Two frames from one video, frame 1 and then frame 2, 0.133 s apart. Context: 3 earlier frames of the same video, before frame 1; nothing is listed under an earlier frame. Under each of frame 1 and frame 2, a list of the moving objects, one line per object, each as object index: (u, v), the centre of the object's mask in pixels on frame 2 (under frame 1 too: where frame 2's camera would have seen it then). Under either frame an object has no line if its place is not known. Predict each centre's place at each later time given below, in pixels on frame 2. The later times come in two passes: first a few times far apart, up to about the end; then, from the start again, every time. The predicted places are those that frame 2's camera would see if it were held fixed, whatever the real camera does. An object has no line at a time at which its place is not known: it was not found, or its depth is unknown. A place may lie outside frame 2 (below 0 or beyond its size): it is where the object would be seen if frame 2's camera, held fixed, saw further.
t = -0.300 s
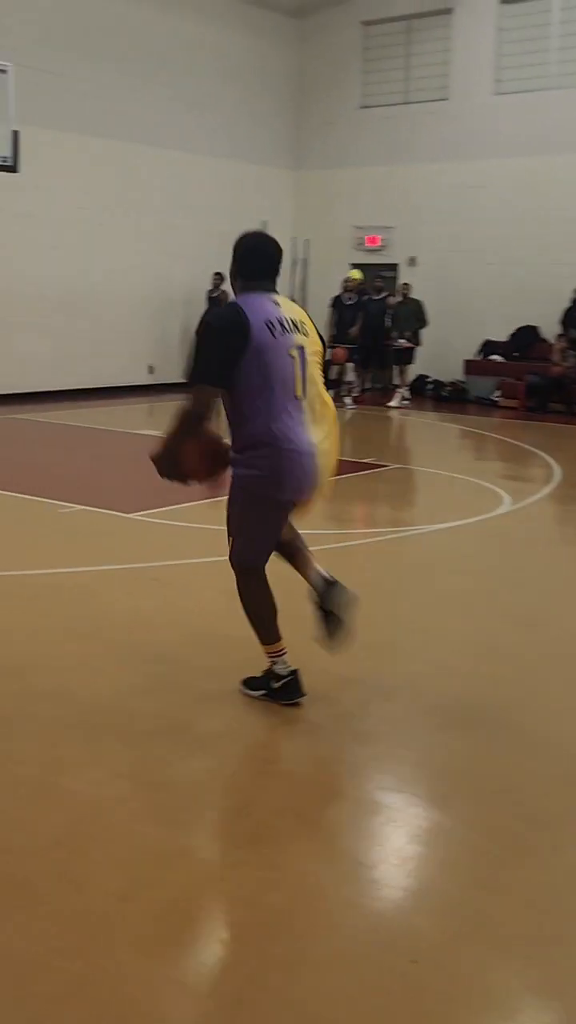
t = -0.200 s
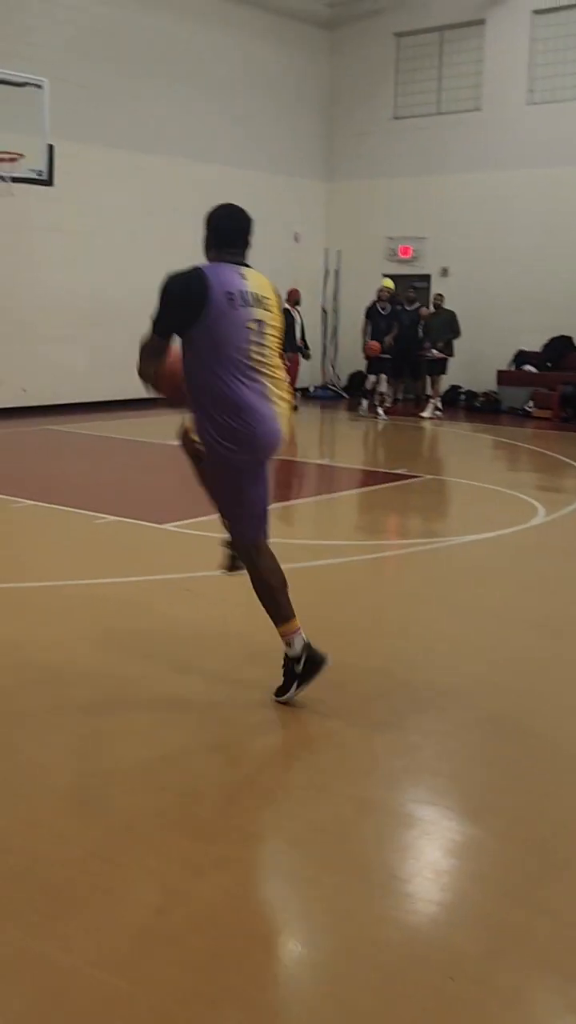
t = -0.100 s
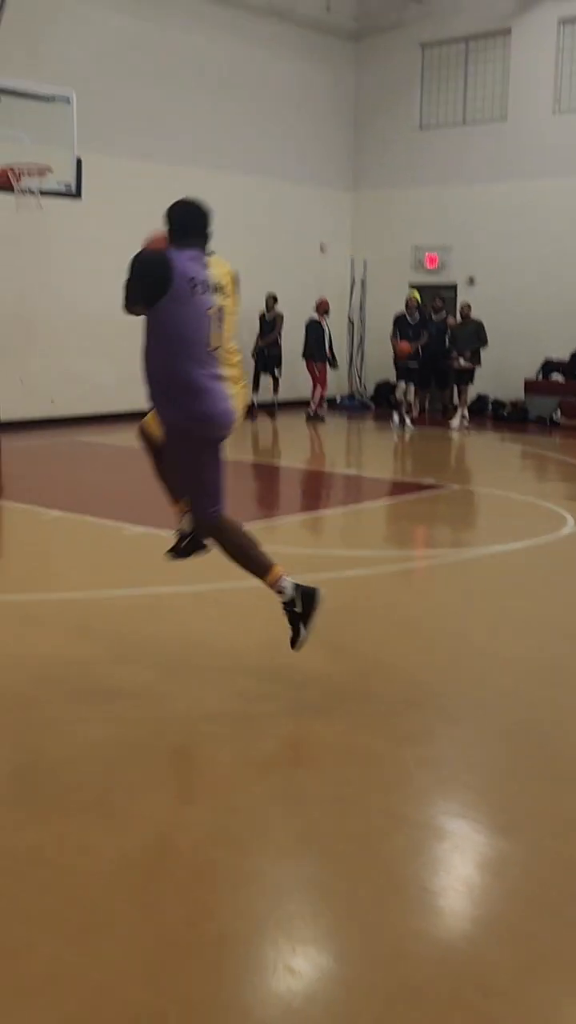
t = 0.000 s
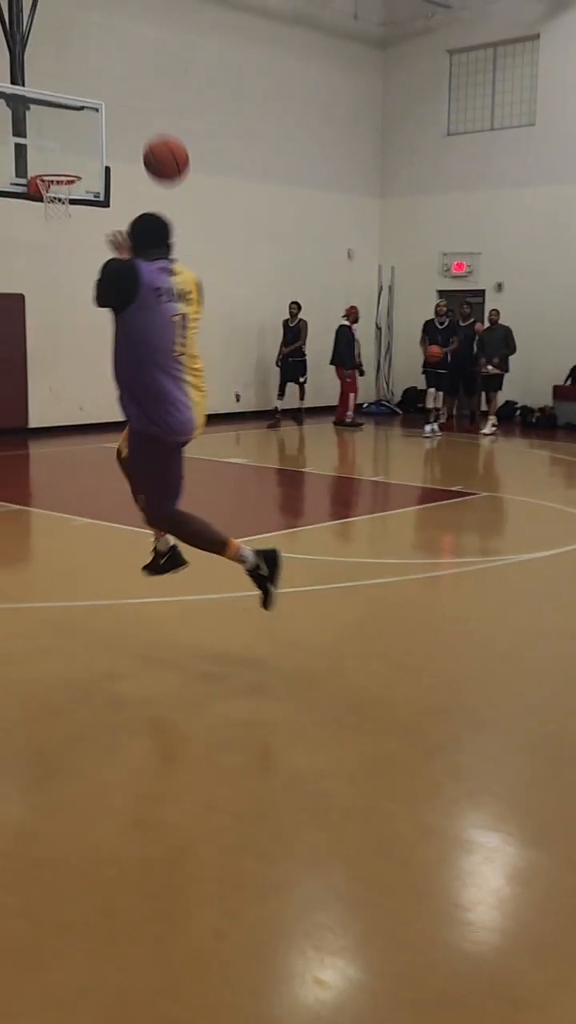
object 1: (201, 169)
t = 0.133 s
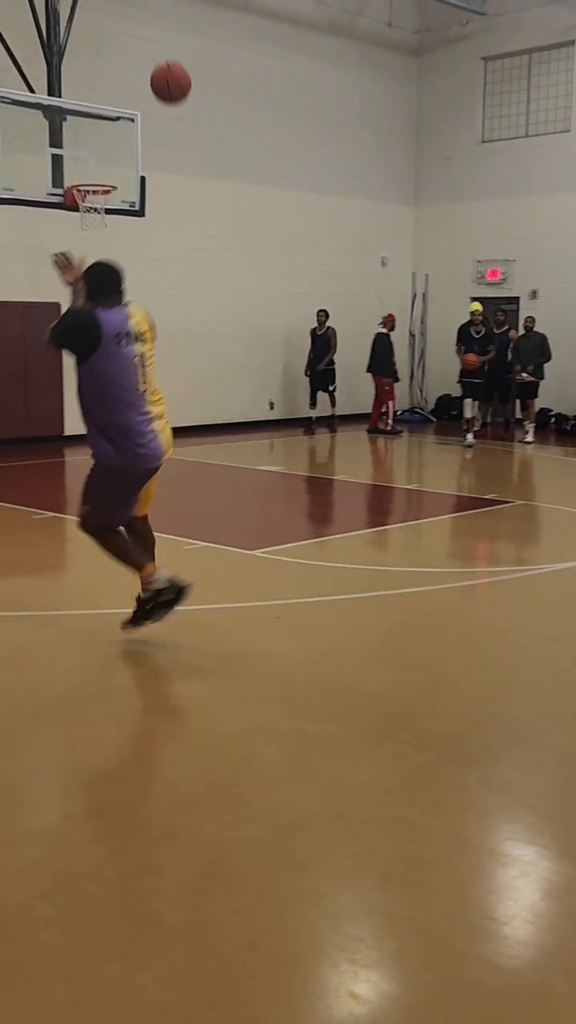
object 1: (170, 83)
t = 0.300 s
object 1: (141, 37)
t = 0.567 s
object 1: (108, 57)
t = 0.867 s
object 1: (84, 163)
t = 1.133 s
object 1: (70, 301)
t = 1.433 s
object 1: (61, 426)
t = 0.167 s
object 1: (164, 68)
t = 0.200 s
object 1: (158, 57)
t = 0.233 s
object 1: (152, 48)
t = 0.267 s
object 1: (147, 42)
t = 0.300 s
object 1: (141, 37)
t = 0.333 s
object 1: (136, 34)
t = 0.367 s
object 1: (132, 33)
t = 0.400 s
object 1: (127, 33)
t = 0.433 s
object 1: (123, 35)
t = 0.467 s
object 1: (119, 39)
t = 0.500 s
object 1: (115, 44)
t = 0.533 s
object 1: (112, 50)
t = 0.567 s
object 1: (108, 57)
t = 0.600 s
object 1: (105, 65)
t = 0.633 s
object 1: (102, 74)
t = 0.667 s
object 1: (99, 85)
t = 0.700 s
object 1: (96, 96)
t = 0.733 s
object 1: (93, 108)
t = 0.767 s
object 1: (90, 121)
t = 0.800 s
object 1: (88, 135)
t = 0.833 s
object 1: (86, 149)
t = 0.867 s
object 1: (84, 163)
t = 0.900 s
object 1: (82, 179)
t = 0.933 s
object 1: (78, 196)
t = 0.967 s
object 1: (77, 211)
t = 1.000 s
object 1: (76, 229)
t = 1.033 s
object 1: (74, 245)
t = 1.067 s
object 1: (73, 264)
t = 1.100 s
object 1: (71, 283)
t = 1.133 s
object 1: (70, 301)
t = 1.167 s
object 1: (70, 320)
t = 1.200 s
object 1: (69, 340)
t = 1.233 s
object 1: (68, 359)
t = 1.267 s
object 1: (66, 379)
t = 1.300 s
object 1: (65, 399)
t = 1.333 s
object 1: (65, 420)
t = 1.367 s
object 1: (63, 441)
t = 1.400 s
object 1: (61, 443)
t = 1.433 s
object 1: (61, 426)
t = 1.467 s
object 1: (58, 408)
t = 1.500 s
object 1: (56, 392)
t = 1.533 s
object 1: (54, 378)
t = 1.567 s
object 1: (53, 364)
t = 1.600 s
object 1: (51, 352)
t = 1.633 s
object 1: (50, 341)
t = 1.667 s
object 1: (49, 330)
